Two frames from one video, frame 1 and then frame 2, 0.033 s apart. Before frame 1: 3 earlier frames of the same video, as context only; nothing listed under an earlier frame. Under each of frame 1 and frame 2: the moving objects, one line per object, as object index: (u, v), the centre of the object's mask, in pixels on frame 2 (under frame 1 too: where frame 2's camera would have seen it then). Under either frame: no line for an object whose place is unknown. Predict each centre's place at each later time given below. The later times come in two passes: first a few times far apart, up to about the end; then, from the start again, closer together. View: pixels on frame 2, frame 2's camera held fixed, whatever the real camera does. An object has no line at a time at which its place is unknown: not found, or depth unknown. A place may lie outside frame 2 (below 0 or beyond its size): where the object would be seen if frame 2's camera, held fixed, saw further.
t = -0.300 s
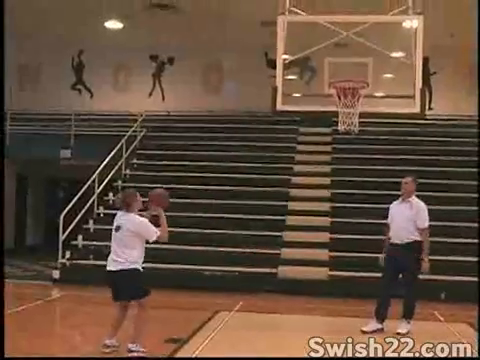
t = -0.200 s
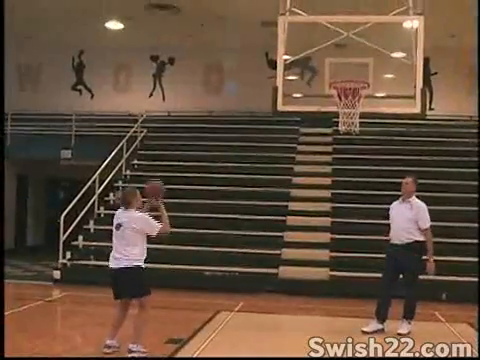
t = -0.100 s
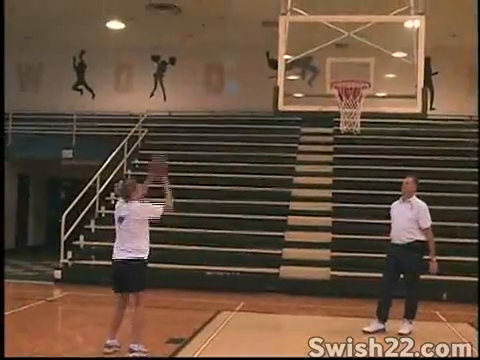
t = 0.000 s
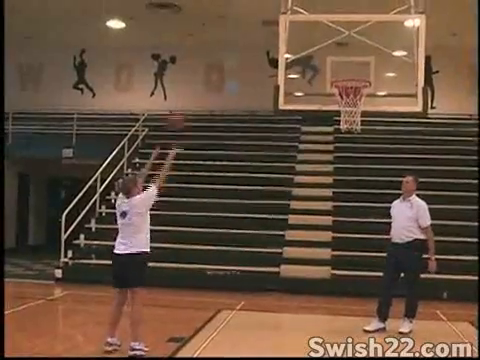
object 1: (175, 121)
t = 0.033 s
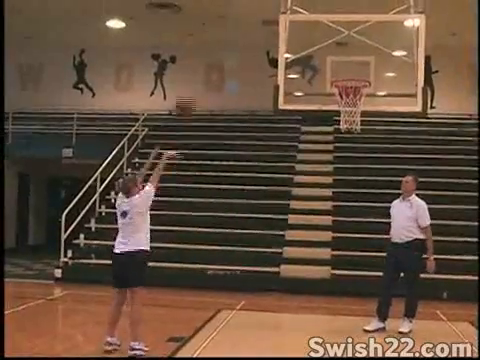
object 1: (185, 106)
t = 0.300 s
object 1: (243, 31)
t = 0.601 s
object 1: (300, 23)
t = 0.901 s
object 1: (351, 82)
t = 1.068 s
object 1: (369, 126)
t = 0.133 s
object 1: (207, 71)
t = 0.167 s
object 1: (215, 60)
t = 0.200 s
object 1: (221, 52)
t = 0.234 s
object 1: (228, 44)
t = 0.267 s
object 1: (236, 37)
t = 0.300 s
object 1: (243, 31)
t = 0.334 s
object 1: (248, 26)
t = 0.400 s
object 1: (263, 20)
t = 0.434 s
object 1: (269, 18)
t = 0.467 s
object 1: (275, 17)
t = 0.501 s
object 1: (282, 17)
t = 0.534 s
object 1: (289, 18)
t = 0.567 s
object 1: (295, 21)
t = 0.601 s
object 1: (300, 23)
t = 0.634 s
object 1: (306, 28)
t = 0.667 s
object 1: (313, 33)
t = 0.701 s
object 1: (317, 37)
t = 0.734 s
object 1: (324, 43)
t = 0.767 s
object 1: (330, 51)
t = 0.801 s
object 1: (337, 60)
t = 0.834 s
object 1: (341, 68)
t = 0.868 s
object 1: (346, 75)
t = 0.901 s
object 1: (351, 82)
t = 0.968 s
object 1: (364, 108)
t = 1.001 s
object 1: (362, 119)
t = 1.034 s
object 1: (365, 119)
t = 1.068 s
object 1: (369, 126)
